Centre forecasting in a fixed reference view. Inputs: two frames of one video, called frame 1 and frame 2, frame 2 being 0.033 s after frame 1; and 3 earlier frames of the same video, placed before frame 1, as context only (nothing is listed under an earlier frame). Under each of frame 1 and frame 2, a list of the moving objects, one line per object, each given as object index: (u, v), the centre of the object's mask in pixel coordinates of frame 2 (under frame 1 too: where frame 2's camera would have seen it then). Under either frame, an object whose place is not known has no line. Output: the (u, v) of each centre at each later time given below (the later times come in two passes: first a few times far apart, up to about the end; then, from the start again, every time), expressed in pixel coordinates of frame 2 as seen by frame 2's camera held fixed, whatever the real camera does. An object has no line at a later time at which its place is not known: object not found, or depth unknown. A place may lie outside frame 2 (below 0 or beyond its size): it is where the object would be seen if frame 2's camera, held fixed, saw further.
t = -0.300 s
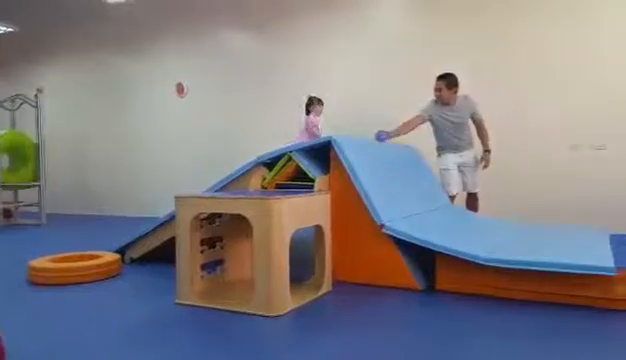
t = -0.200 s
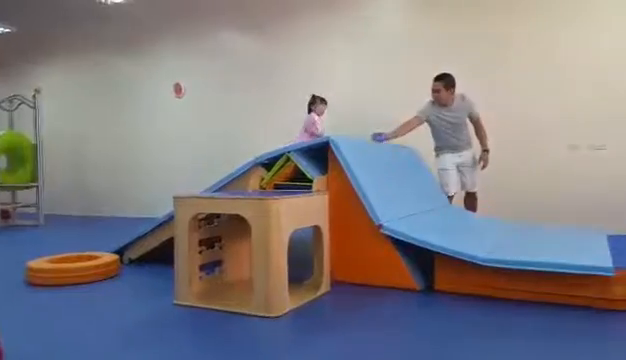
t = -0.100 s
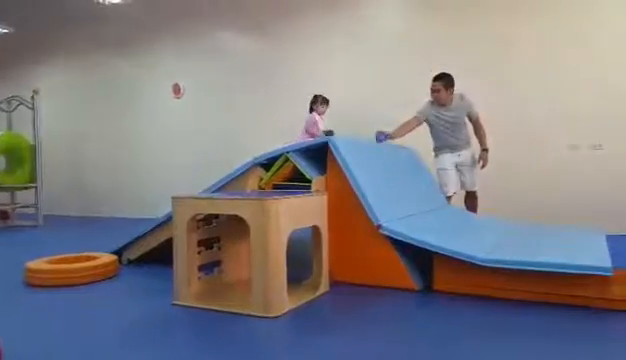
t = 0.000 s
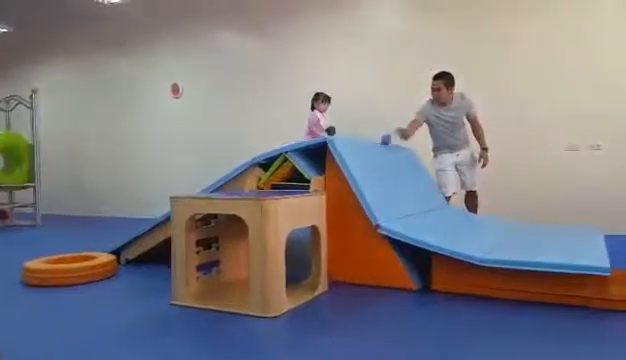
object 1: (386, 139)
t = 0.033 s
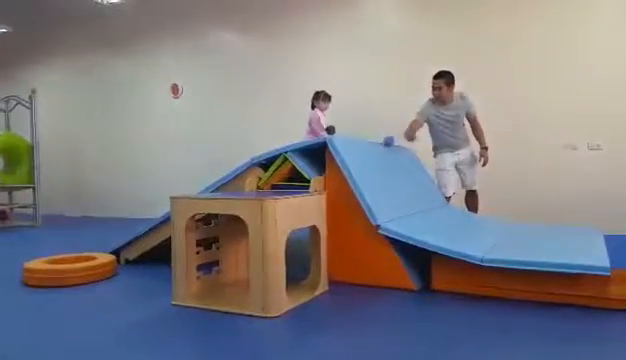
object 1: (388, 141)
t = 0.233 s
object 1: (408, 168)
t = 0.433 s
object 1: (443, 209)
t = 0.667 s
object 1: (508, 228)
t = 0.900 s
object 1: (578, 229)
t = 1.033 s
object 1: (624, 240)
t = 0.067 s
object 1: (391, 142)
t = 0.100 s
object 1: (395, 144)
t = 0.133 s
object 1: (398, 147)
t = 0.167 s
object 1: (401, 151)
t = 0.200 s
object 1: (405, 160)
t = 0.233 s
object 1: (408, 168)
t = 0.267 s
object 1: (412, 178)
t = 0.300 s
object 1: (416, 186)
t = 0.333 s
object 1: (421, 194)
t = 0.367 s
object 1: (427, 204)
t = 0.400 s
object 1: (434, 210)
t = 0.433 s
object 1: (443, 209)
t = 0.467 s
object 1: (451, 212)
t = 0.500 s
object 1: (460, 216)
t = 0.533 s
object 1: (468, 220)
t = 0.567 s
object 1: (479, 223)
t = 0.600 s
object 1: (488, 225)
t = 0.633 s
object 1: (497, 226)
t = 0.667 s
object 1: (508, 228)
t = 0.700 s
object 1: (517, 227)
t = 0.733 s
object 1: (527, 228)
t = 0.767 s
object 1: (537, 228)
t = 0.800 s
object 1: (547, 228)
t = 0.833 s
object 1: (557, 229)
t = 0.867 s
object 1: (567, 229)
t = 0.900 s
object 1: (578, 229)
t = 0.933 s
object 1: (589, 230)
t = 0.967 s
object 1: (600, 231)
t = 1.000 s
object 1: (613, 232)
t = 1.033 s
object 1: (624, 240)
